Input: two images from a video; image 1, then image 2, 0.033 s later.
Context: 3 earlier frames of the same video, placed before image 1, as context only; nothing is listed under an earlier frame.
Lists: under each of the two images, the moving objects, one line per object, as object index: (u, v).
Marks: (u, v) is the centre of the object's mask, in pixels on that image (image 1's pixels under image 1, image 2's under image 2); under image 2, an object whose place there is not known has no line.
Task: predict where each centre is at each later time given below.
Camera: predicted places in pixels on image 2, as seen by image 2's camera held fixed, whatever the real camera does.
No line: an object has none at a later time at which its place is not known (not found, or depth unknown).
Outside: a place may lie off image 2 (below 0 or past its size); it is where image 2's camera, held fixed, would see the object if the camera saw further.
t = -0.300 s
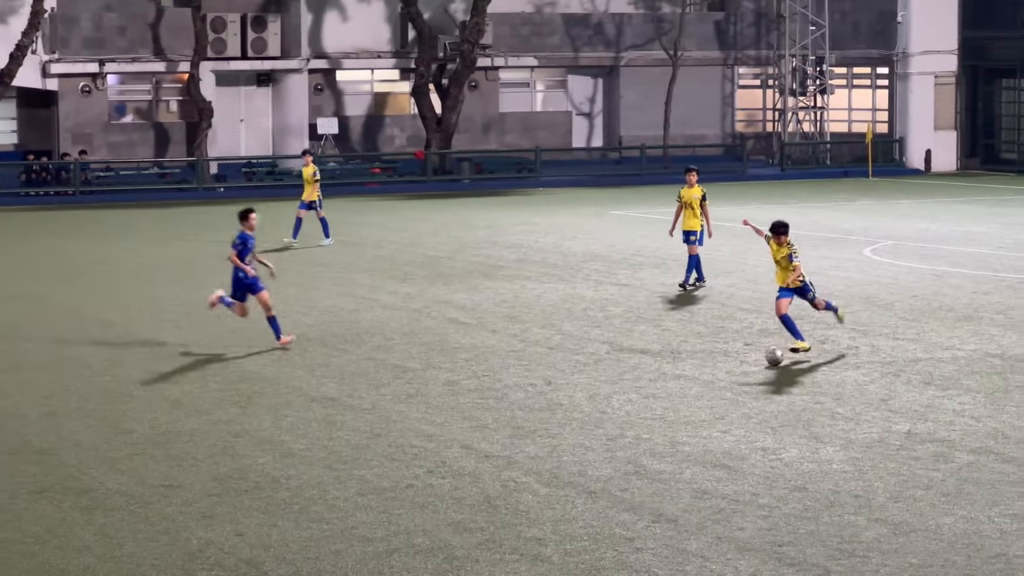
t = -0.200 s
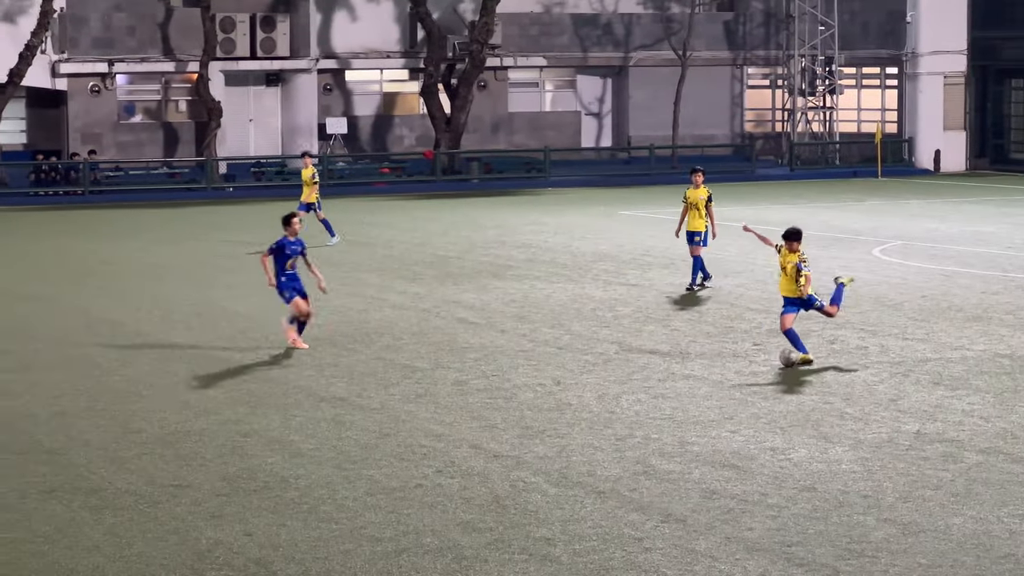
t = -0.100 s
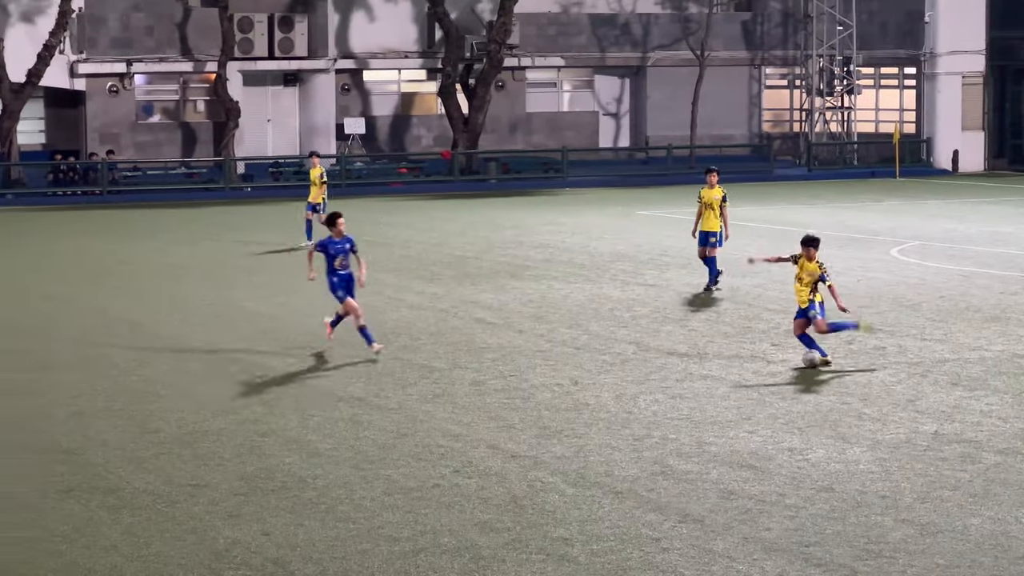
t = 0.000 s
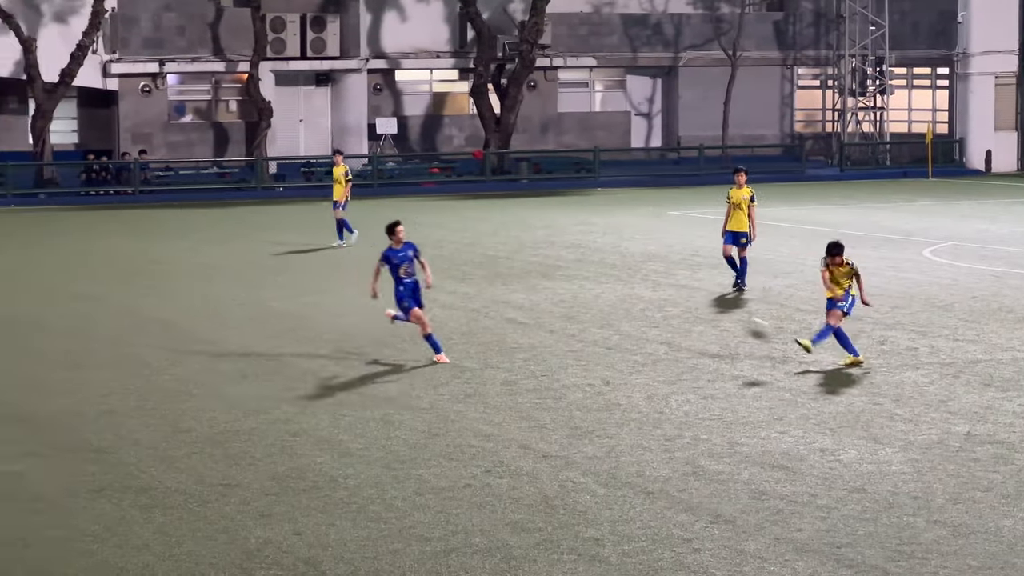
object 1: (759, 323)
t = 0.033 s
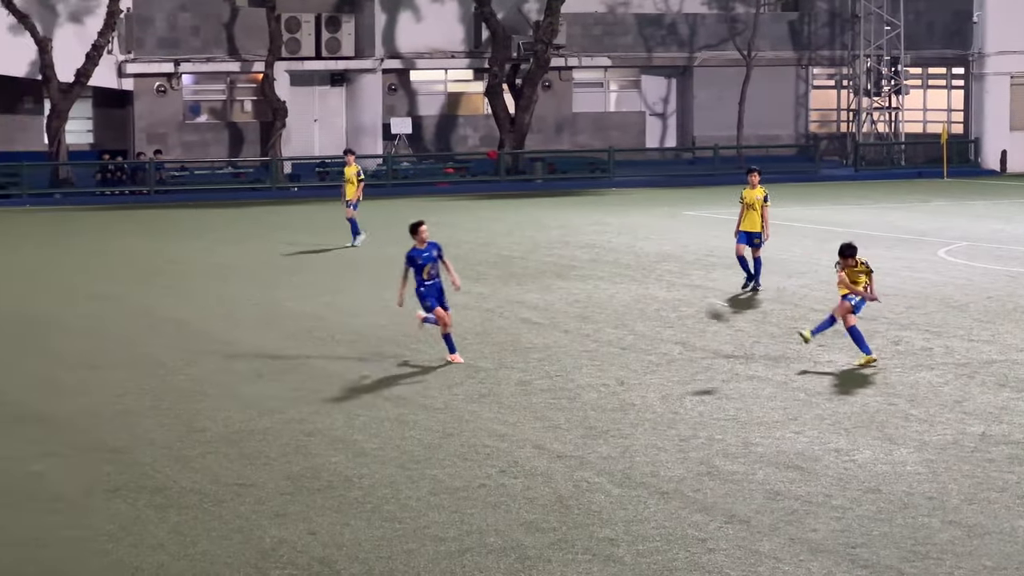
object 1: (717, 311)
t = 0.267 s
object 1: (328, 192)
